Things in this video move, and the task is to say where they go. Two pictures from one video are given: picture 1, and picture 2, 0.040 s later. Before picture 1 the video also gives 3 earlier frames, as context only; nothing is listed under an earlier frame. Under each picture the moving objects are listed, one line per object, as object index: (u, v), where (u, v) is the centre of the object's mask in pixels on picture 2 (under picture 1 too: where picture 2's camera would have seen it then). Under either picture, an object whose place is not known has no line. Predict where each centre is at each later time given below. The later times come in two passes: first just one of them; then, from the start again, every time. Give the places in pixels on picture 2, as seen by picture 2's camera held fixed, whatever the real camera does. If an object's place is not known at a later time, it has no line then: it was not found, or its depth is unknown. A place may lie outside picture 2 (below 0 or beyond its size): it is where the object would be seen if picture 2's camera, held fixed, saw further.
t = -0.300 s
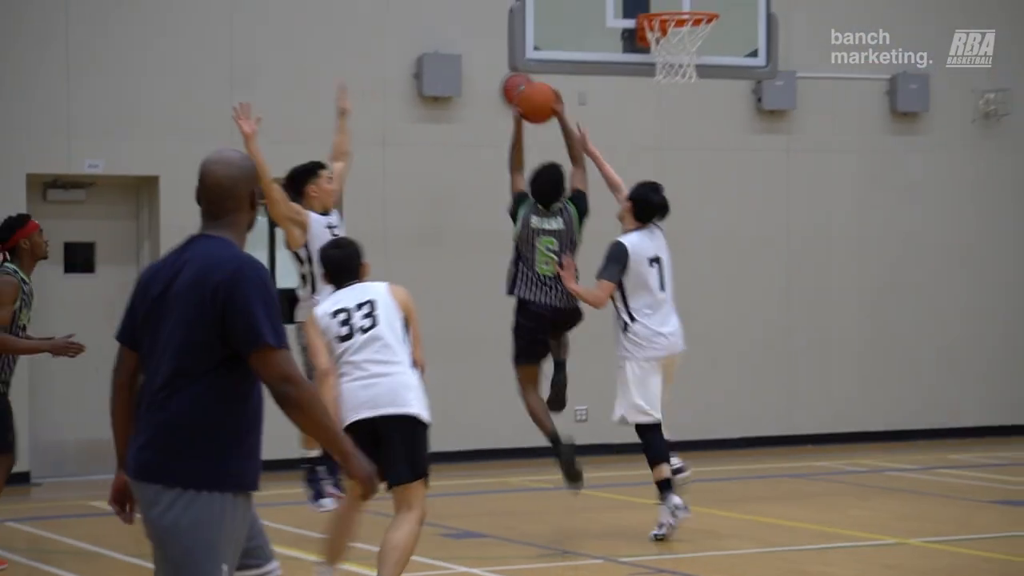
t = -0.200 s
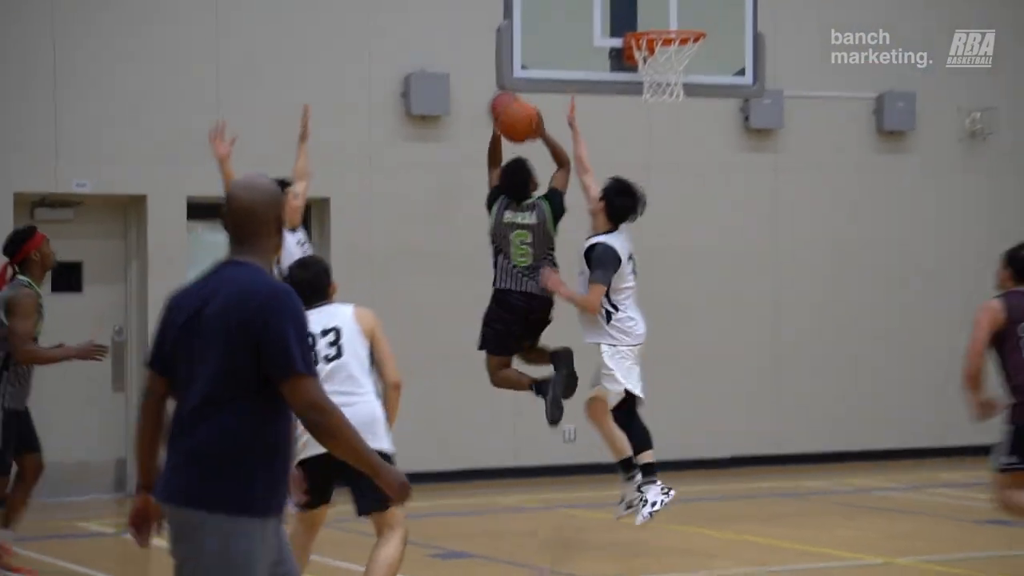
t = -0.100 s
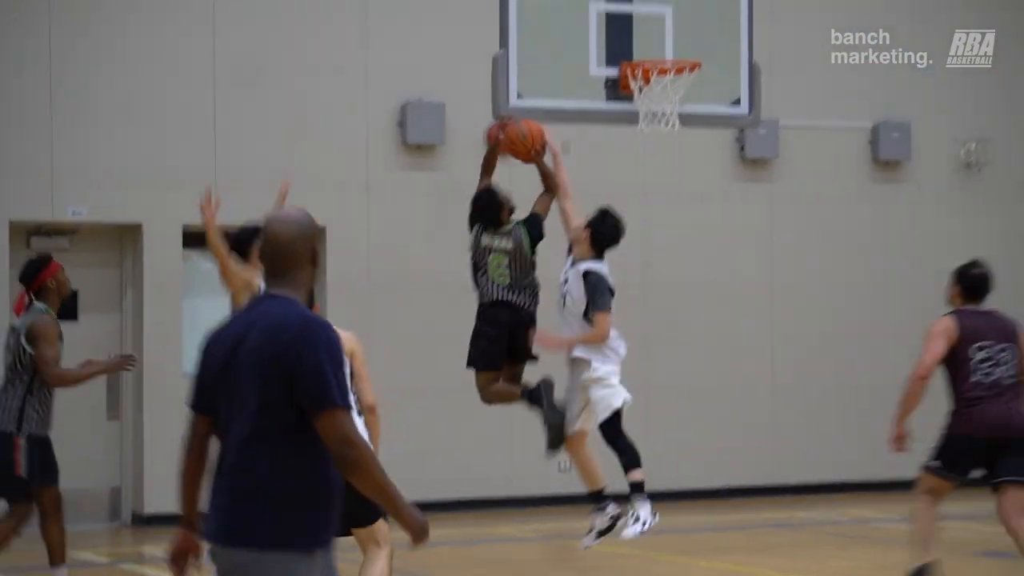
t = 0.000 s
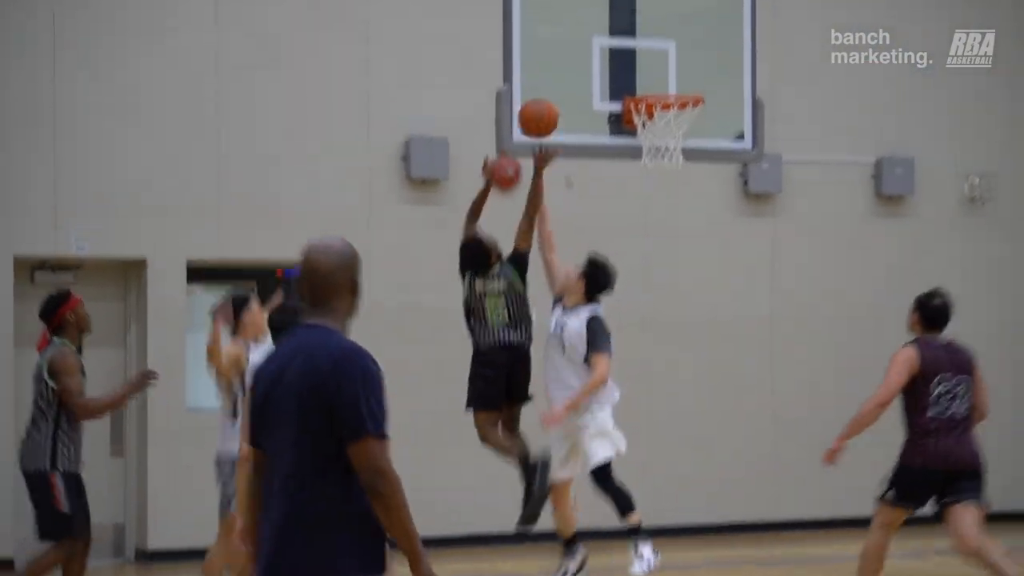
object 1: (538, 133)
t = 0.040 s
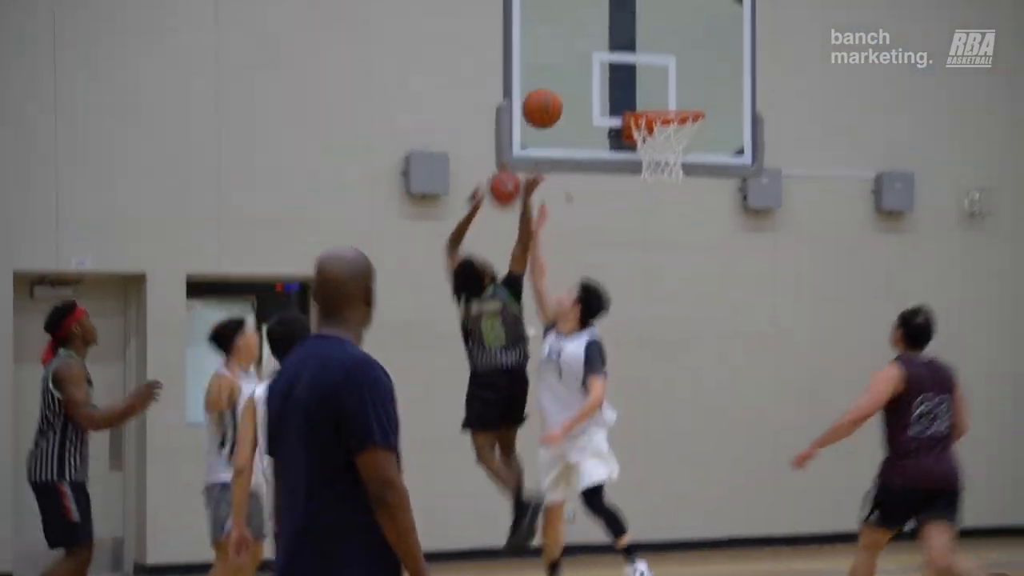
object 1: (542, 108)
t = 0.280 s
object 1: (565, 22)
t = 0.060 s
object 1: (544, 97)
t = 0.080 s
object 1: (546, 86)
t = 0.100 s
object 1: (548, 77)
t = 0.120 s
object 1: (550, 68)
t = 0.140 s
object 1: (552, 60)
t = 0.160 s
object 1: (554, 52)
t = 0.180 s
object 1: (556, 45)
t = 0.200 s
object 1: (558, 39)
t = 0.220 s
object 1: (560, 34)
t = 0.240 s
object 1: (562, 29)
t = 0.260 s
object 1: (563, 25)
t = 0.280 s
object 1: (565, 22)
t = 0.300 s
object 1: (567, 19)
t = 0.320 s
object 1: (570, 18)
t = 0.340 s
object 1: (576, 16)
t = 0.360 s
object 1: (583, 16)
